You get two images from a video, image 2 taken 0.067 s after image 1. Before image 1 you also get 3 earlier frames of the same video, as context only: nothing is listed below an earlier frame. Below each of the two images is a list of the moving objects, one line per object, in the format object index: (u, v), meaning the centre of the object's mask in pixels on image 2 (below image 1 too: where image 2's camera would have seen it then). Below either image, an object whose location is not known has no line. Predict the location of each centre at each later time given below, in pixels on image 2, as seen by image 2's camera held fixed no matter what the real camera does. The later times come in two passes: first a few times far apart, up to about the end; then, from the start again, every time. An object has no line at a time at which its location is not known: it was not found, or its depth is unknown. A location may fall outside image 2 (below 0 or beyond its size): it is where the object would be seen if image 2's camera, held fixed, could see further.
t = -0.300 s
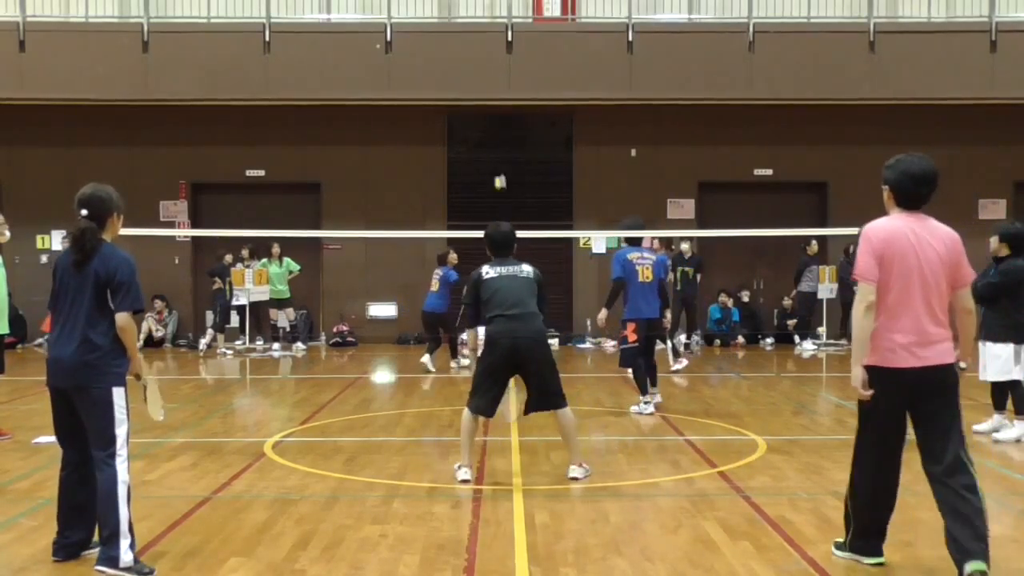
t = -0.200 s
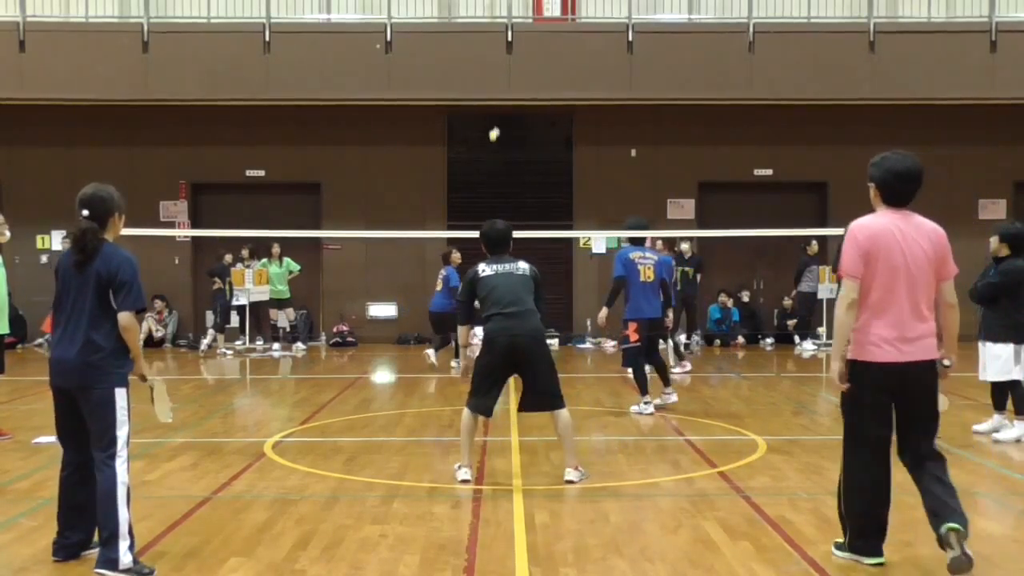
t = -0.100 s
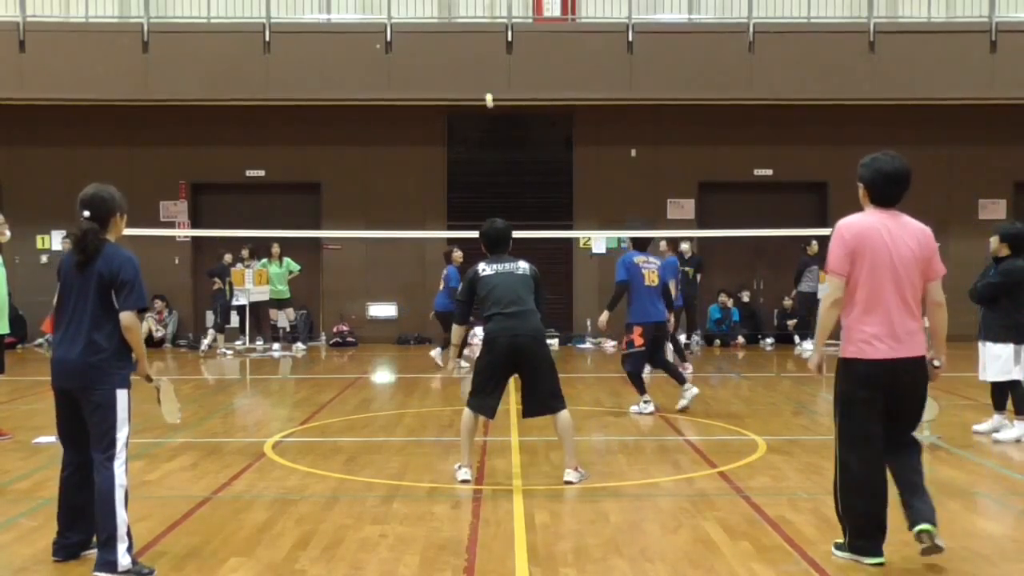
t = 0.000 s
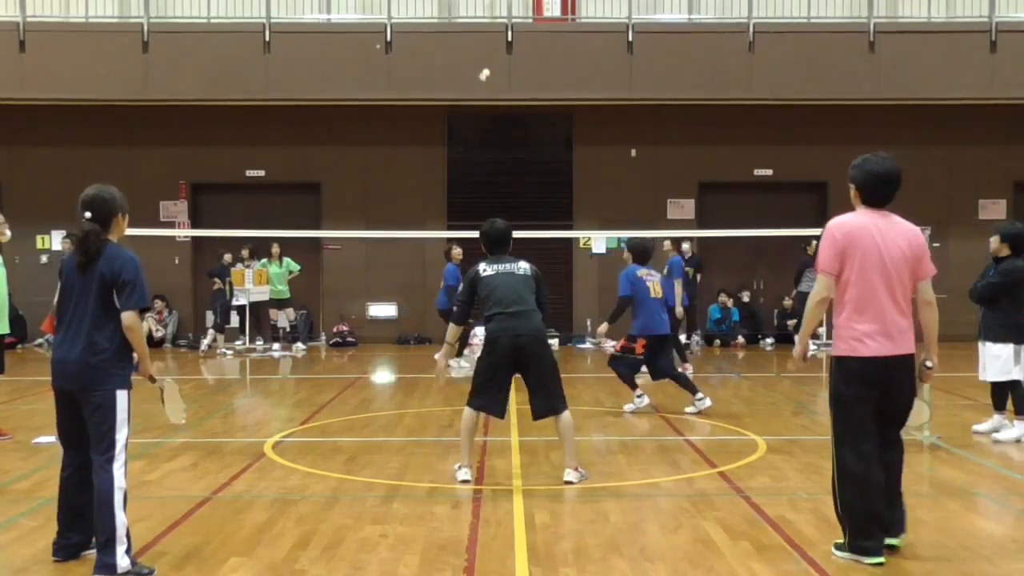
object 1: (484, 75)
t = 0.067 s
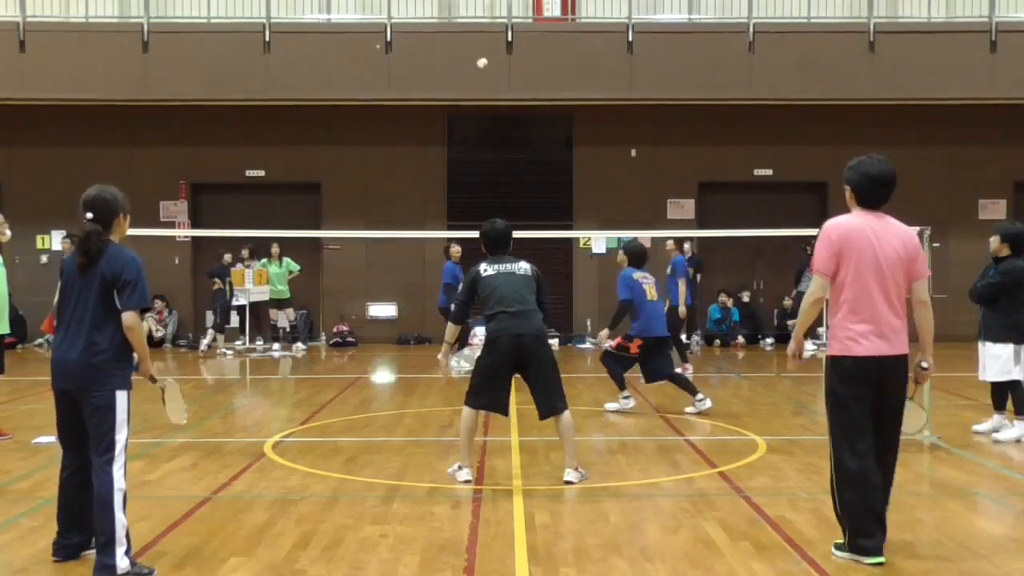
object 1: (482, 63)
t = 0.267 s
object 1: (475, 56)
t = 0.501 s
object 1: (467, 96)
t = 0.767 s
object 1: (456, 203)
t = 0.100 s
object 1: (480, 59)
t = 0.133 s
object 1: (480, 56)
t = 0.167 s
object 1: (479, 54)
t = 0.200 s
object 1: (477, 53)
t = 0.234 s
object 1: (476, 54)
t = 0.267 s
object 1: (475, 56)
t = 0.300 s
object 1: (474, 58)
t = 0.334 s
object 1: (472, 62)
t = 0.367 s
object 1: (471, 67)
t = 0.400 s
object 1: (470, 73)
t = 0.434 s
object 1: (469, 80)
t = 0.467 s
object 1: (468, 88)
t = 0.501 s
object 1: (467, 96)
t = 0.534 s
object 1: (466, 107)
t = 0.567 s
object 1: (466, 118)
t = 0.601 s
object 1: (465, 130)
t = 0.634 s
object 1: (463, 144)
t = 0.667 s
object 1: (462, 157)
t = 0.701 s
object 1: (460, 172)
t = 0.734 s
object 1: (458, 187)
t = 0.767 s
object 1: (456, 203)
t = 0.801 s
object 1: (454, 220)
